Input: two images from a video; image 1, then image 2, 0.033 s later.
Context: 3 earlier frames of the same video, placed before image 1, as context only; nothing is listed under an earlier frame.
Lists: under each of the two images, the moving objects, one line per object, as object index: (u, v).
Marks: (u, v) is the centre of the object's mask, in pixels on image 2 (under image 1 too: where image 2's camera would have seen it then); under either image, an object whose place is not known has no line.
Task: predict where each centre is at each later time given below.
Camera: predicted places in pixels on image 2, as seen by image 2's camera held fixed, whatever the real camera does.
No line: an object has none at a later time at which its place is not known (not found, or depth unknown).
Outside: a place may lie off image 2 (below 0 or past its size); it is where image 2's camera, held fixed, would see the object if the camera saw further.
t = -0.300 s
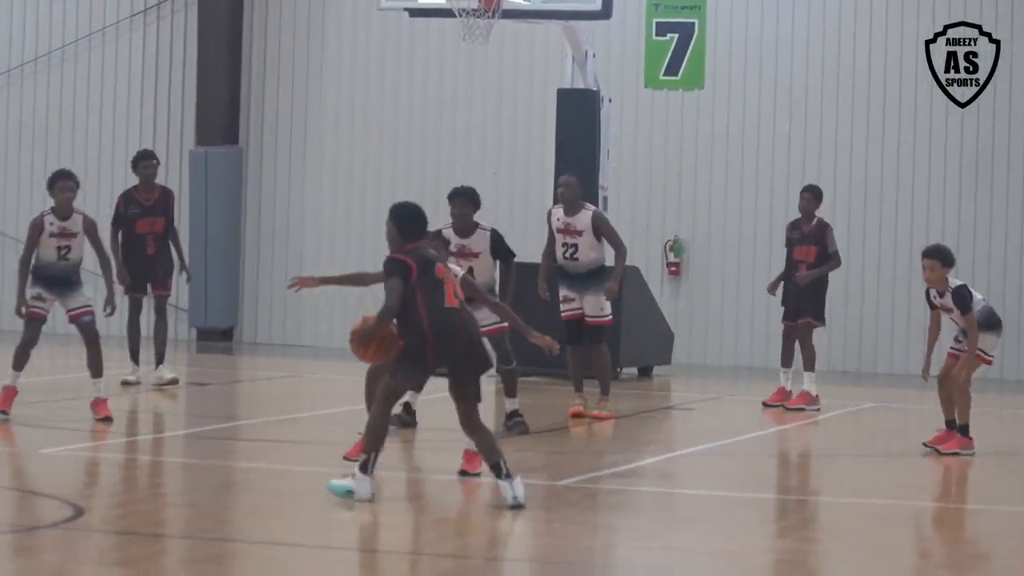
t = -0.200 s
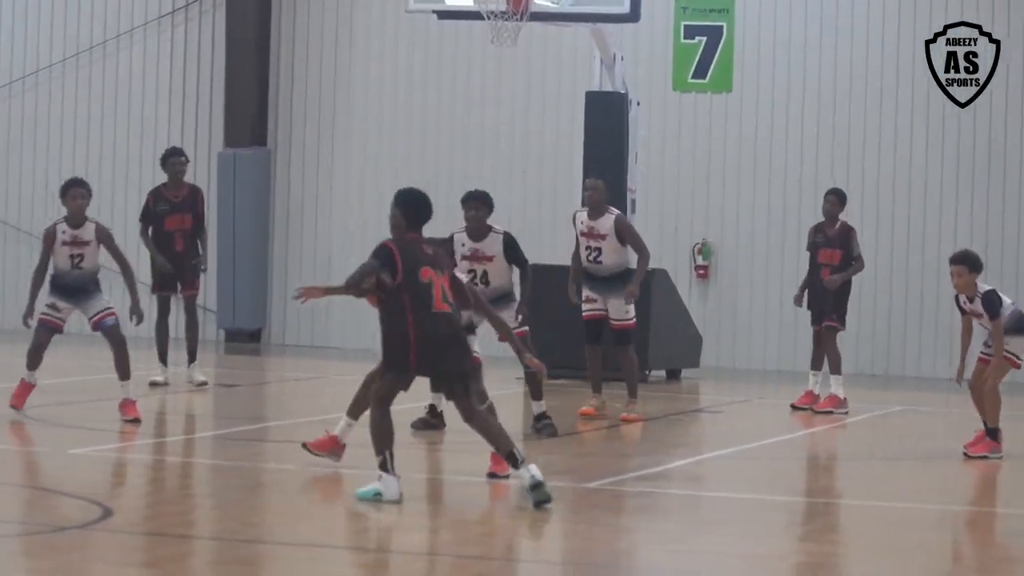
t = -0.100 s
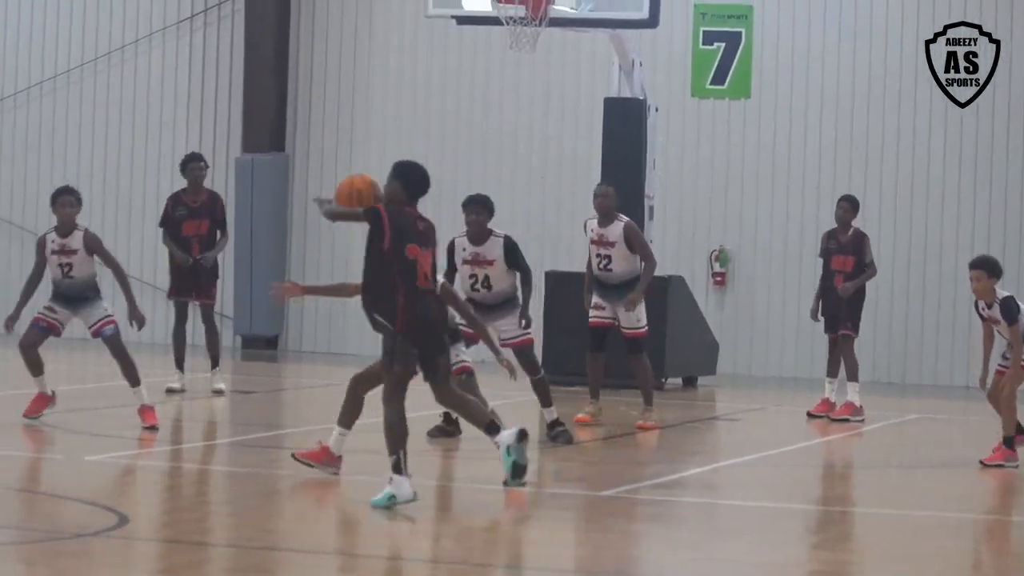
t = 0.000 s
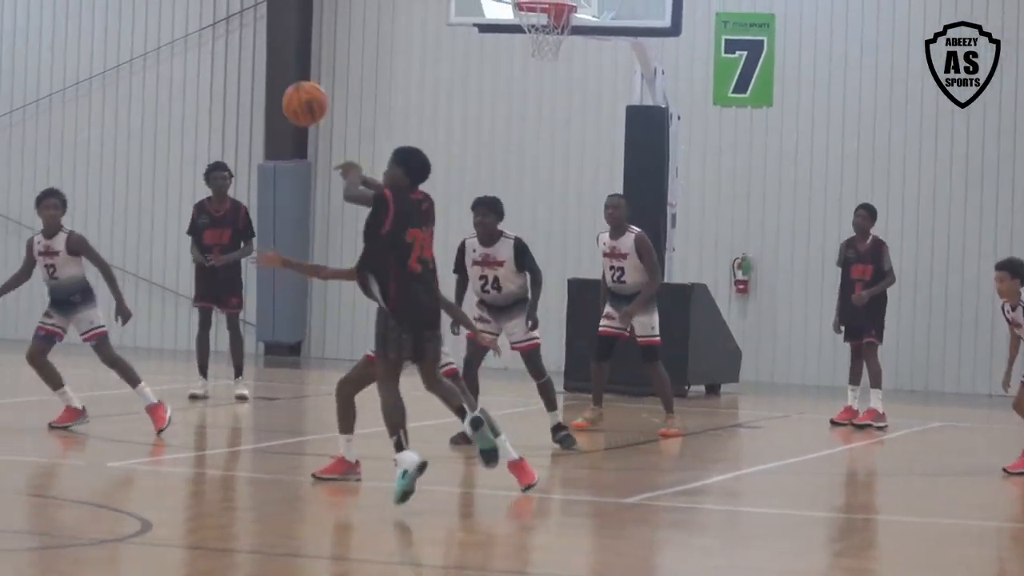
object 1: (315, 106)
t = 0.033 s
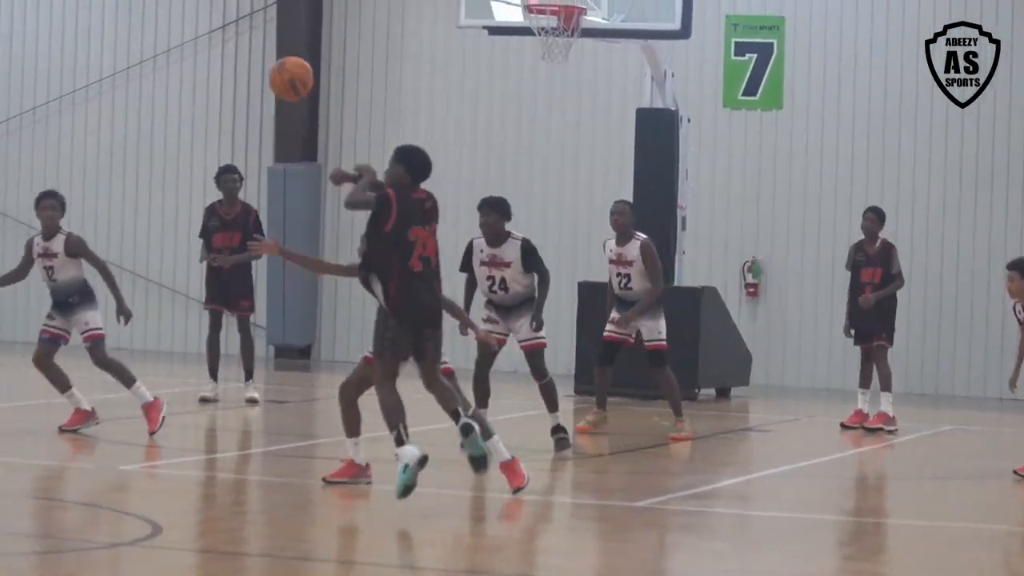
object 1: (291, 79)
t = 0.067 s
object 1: (267, 52)
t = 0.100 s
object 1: (244, 28)
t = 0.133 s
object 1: (221, 6)
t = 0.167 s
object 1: (198, -14)
